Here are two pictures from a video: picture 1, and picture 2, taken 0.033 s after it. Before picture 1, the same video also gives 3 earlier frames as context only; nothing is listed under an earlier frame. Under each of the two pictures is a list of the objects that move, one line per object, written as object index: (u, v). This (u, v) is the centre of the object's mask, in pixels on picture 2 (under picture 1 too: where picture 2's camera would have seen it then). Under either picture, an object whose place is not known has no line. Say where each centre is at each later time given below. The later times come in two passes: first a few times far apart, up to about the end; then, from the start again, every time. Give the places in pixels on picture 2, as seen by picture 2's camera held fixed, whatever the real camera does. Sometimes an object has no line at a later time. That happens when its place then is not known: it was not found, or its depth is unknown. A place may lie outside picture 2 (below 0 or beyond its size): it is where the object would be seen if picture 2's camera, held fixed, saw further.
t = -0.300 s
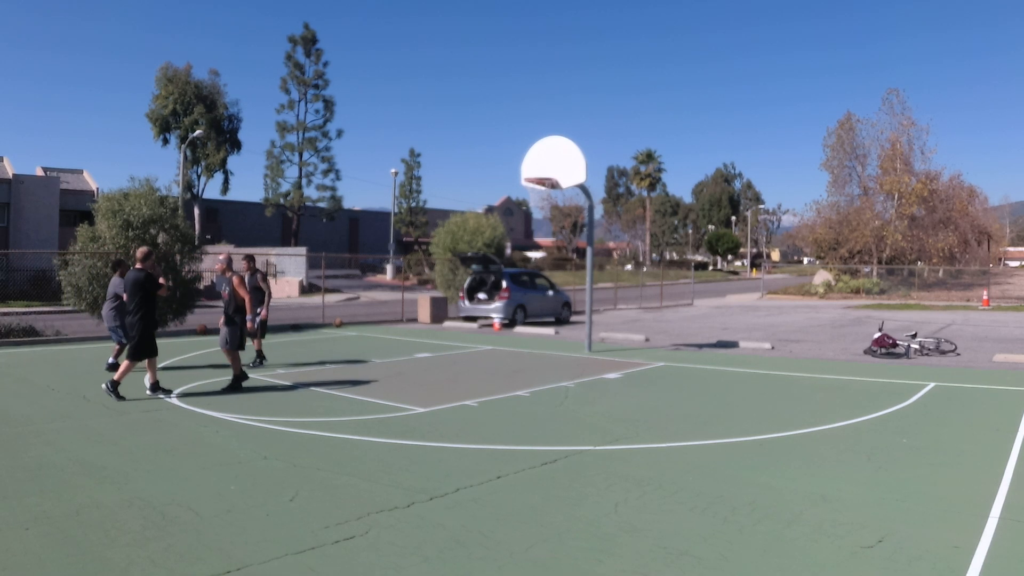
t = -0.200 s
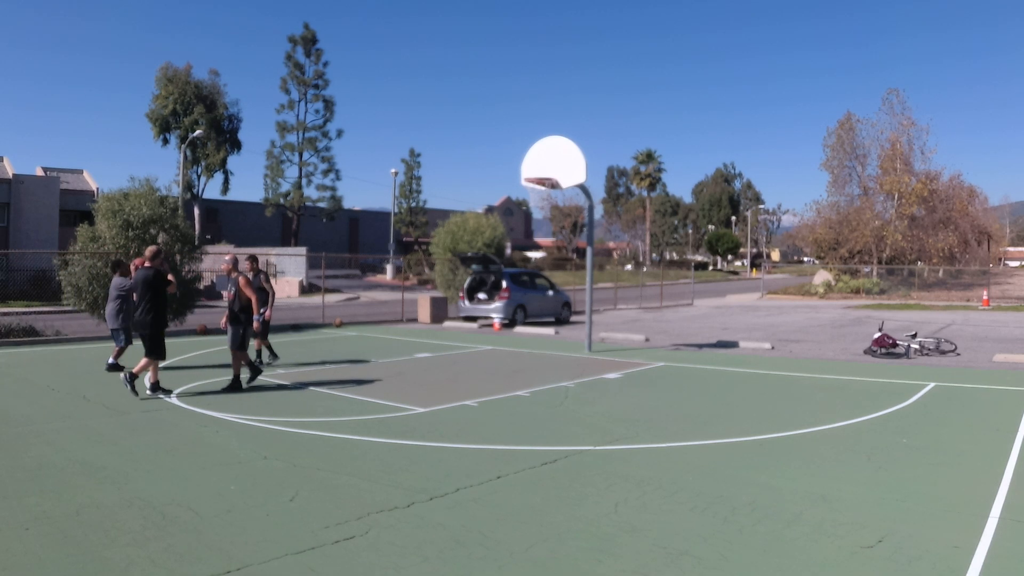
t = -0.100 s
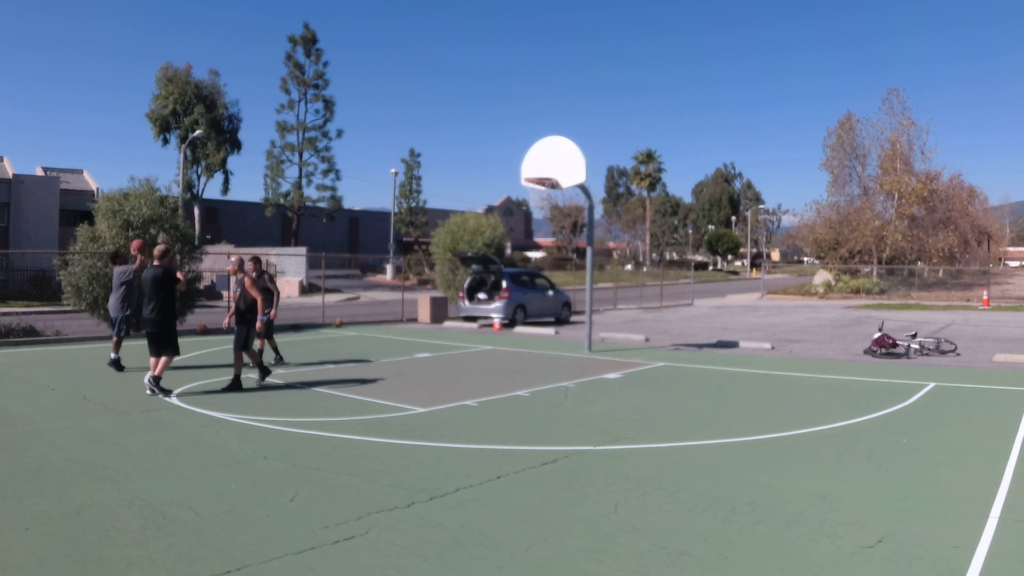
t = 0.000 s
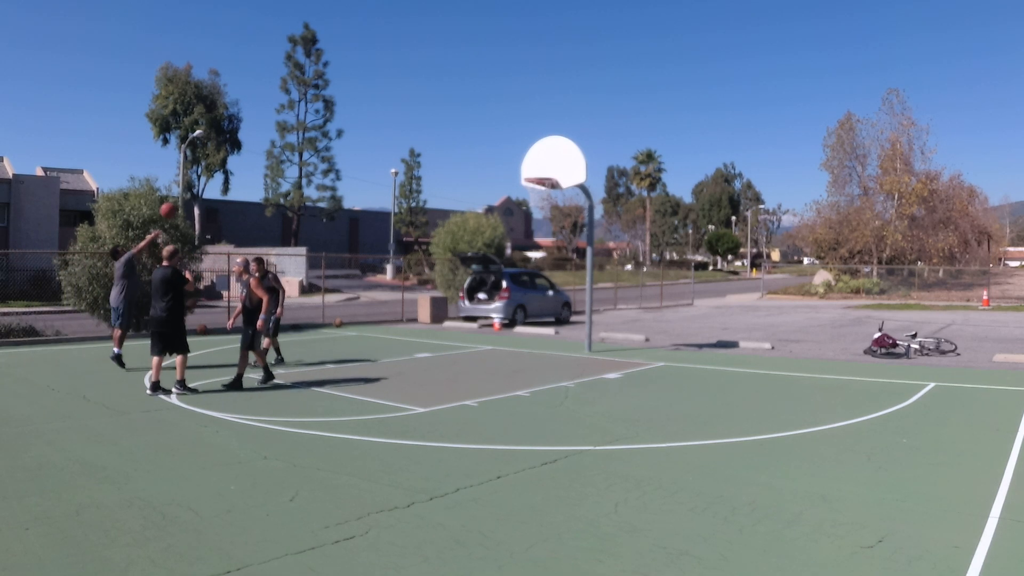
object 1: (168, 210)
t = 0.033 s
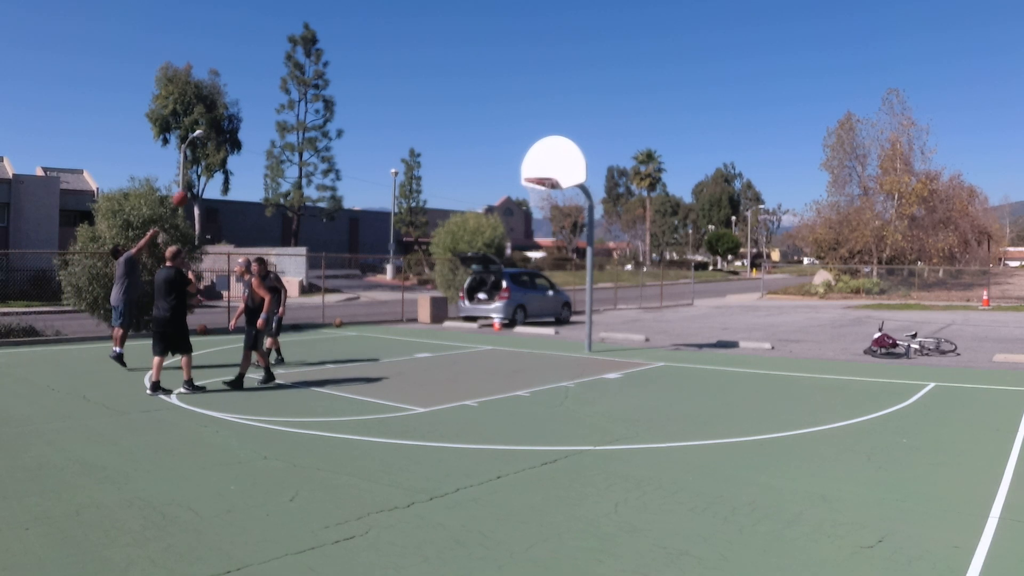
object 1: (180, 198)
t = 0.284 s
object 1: (272, 134)
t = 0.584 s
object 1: (376, 111)
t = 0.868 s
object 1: (469, 142)
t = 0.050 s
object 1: (186, 193)
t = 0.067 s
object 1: (192, 187)
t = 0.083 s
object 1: (198, 182)
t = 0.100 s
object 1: (205, 177)
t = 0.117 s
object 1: (211, 172)
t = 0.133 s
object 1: (217, 167)
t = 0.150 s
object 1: (223, 163)
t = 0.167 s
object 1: (229, 159)
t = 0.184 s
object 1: (235, 154)
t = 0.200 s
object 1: (241, 151)
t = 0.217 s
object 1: (247, 147)
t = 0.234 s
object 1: (254, 144)
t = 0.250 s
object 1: (260, 140)
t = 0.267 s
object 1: (266, 137)
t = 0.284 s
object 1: (272, 134)
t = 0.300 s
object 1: (278, 131)
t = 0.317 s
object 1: (284, 128)
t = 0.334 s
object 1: (289, 126)
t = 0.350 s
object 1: (295, 124)
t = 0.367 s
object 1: (301, 122)
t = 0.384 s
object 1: (307, 120)
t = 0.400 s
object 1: (313, 118)
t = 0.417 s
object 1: (319, 117)
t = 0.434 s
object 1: (325, 115)
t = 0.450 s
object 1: (331, 114)
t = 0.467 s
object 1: (336, 113)
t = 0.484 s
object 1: (342, 113)
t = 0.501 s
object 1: (348, 112)
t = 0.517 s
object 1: (354, 112)
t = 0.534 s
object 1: (359, 111)
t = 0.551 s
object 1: (365, 111)
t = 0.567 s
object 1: (370, 111)
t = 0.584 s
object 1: (376, 111)
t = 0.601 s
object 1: (382, 112)
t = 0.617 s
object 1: (387, 113)
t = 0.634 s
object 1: (393, 113)
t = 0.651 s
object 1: (399, 114)
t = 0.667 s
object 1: (404, 116)
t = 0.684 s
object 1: (409, 117)
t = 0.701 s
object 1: (415, 118)
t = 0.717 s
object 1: (420, 120)
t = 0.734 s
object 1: (426, 122)
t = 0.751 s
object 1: (431, 124)
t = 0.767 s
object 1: (437, 126)
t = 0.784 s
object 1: (442, 128)
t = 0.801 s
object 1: (447, 130)
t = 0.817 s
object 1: (453, 133)
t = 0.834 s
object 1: (458, 136)
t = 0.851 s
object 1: (463, 139)
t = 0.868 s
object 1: (469, 142)
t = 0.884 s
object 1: (474, 145)
